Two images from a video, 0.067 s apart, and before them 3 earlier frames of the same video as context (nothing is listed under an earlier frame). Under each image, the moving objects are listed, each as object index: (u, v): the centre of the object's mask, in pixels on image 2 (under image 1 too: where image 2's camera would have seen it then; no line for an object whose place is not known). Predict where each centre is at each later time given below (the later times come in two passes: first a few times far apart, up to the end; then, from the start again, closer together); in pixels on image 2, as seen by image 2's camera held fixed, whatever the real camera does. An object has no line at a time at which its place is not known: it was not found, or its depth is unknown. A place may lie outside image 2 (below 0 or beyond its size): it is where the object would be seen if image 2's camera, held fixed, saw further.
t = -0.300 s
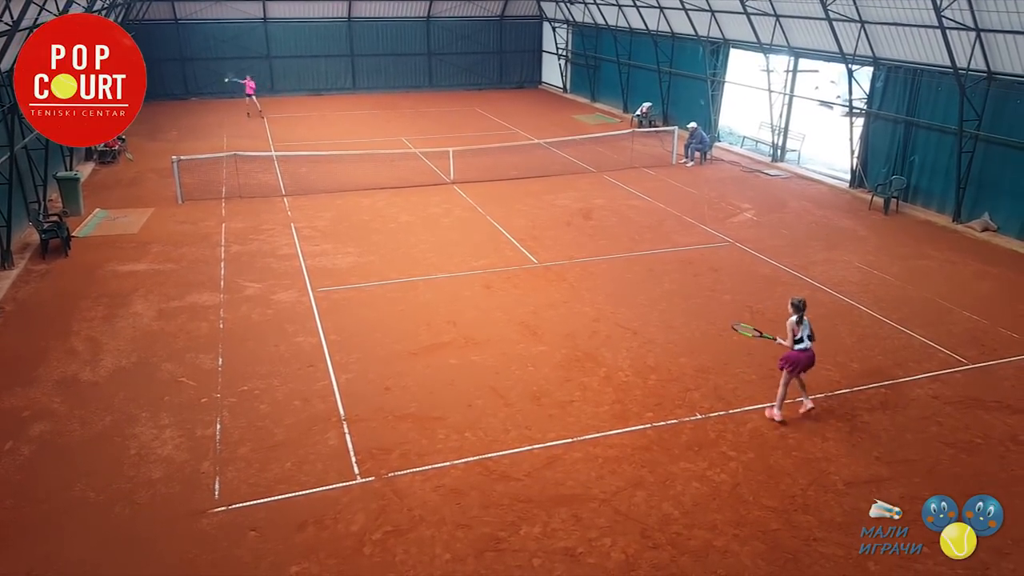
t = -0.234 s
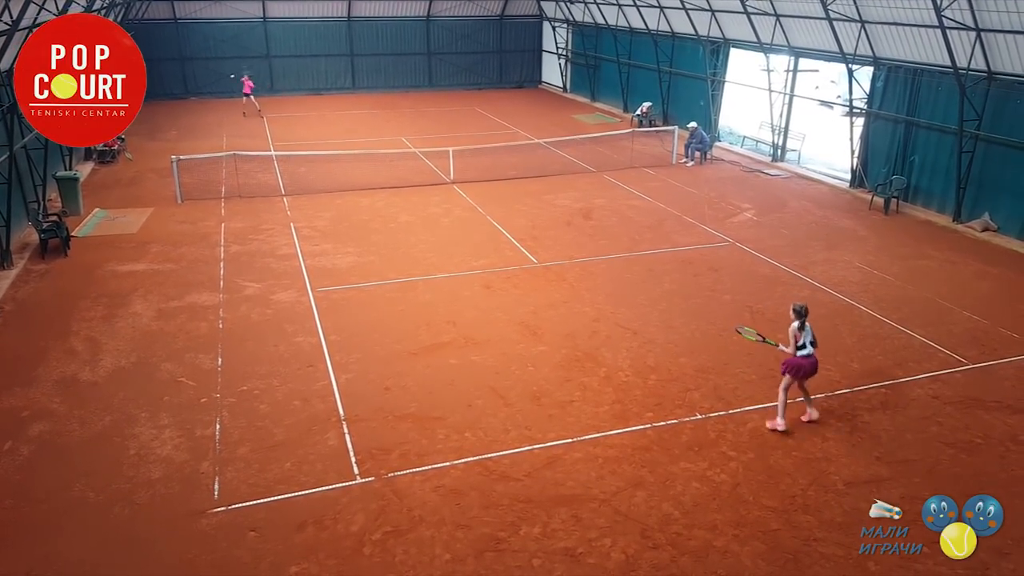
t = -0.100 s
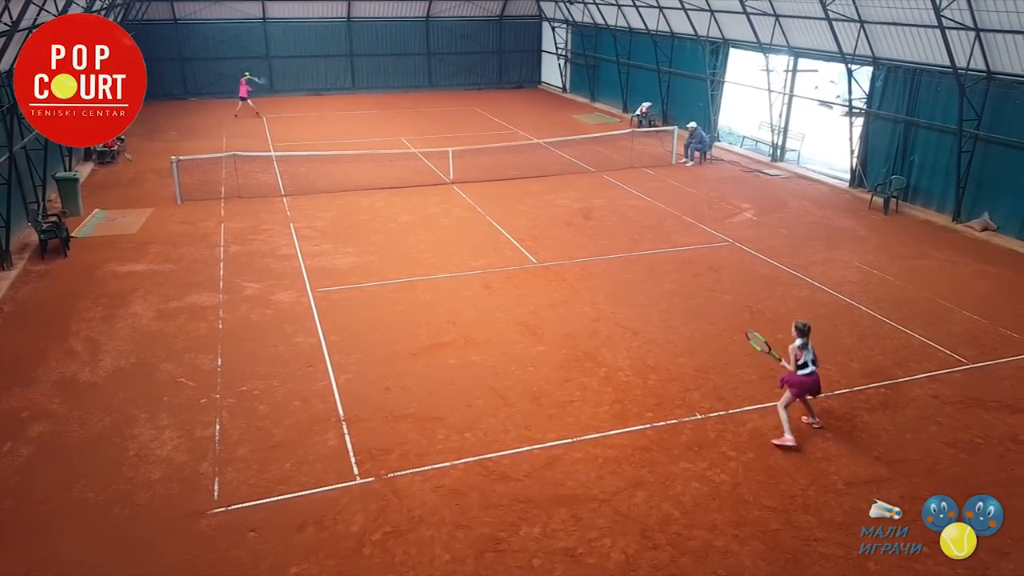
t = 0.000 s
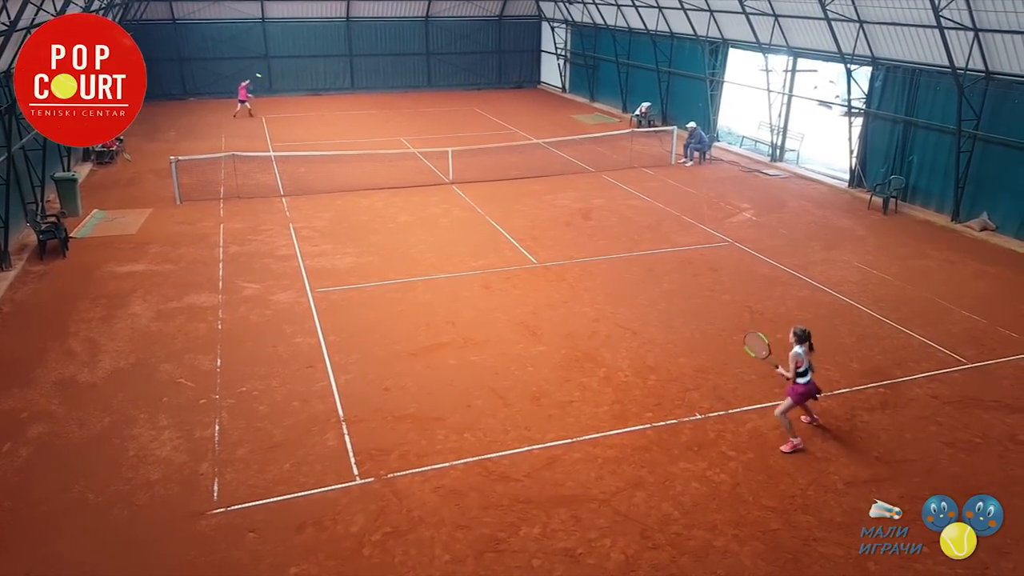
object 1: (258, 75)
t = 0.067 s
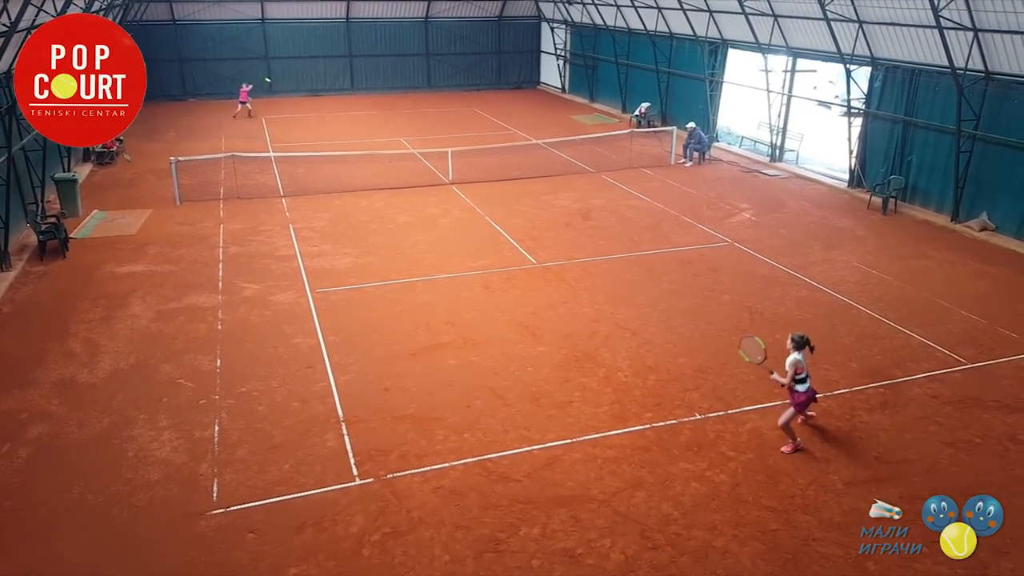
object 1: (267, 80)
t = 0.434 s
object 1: (337, 152)
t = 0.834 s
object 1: (453, 331)
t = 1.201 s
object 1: (568, 351)
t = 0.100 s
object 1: (272, 83)
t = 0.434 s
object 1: (337, 152)
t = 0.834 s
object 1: (453, 331)
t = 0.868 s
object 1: (461, 328)
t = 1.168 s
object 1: (555, 344)
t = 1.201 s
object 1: (568, 351)
